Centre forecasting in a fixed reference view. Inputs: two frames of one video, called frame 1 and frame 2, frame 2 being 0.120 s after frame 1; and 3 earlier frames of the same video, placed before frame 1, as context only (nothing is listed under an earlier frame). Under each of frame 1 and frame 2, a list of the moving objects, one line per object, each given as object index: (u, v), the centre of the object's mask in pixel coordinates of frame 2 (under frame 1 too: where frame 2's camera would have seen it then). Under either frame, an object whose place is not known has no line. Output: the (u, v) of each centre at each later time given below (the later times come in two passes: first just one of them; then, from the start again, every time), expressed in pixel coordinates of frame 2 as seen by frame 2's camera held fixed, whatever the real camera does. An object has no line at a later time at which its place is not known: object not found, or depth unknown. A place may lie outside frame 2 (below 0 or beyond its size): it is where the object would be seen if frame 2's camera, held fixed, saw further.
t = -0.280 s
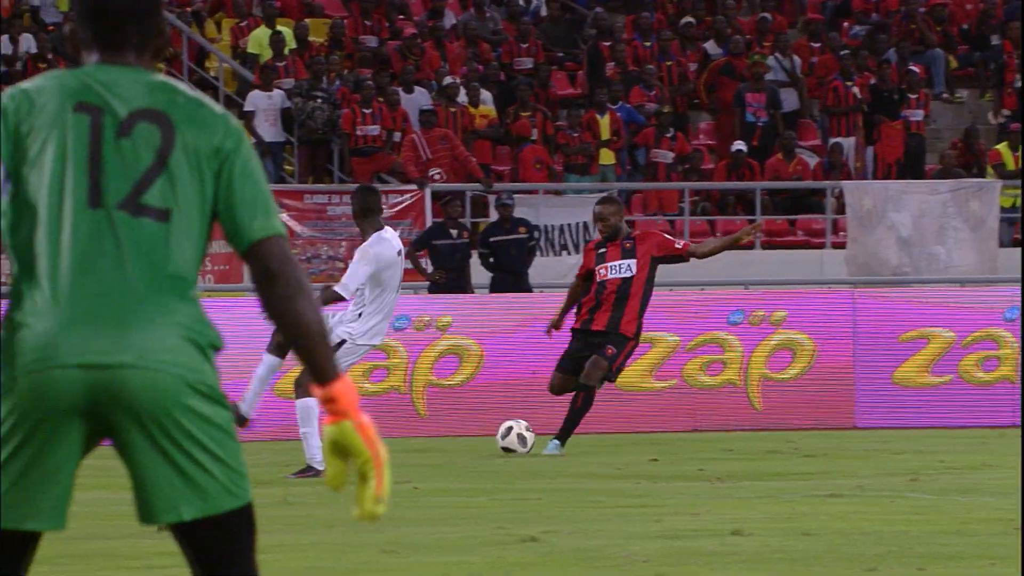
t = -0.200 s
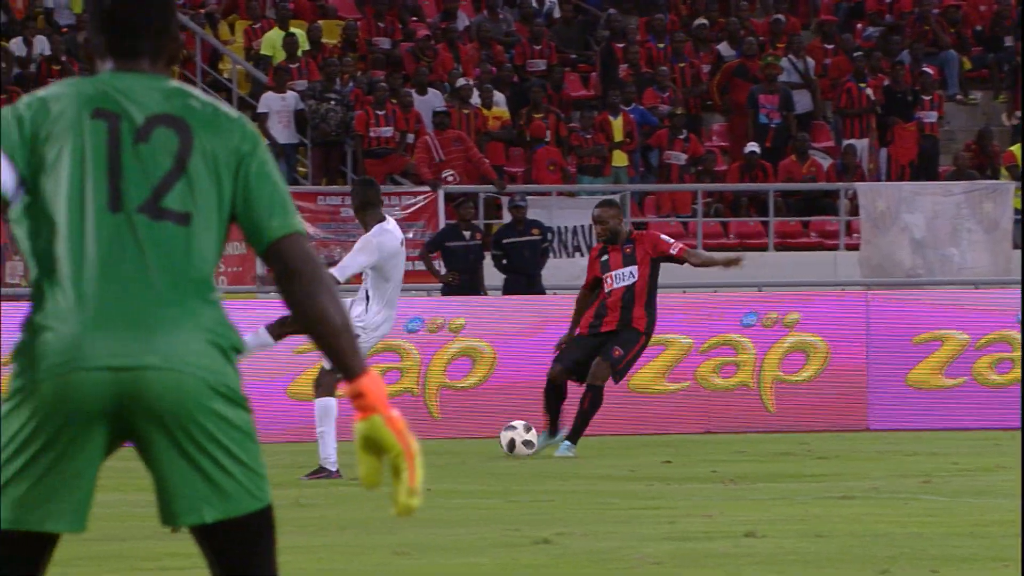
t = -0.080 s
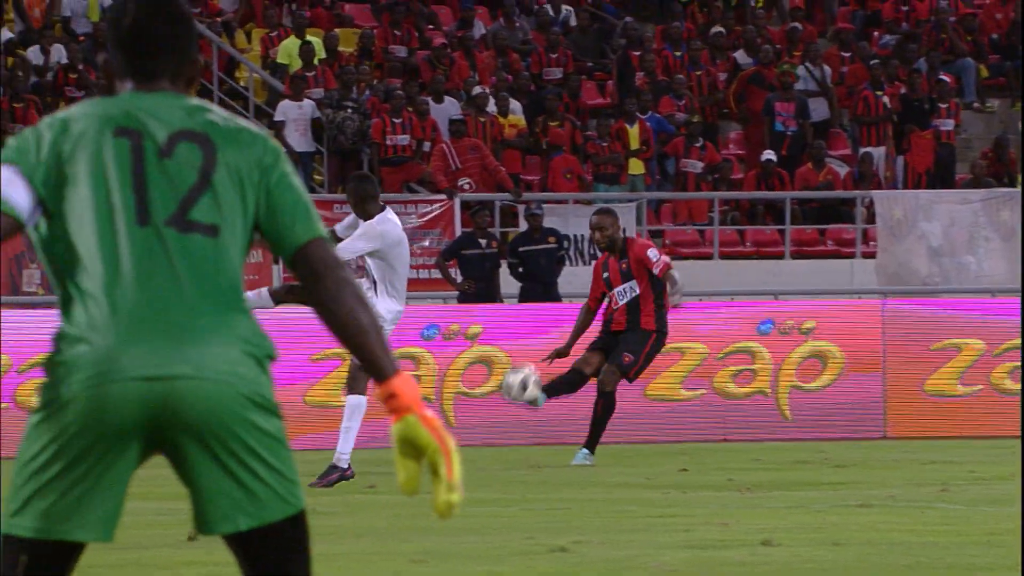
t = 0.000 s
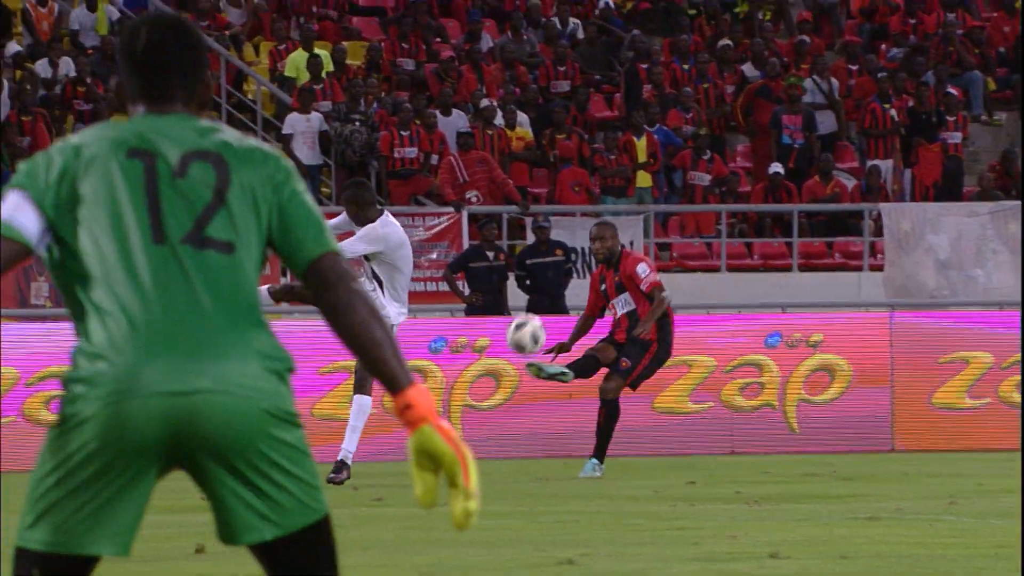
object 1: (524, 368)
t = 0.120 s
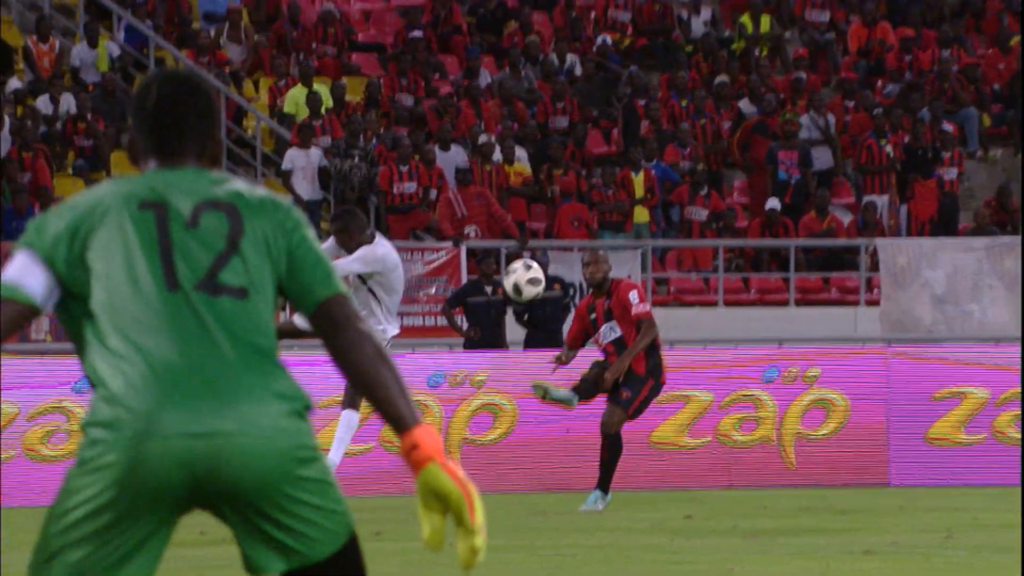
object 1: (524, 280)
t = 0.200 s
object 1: (529, 222)
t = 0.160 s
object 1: (526, 251)
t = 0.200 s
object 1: (529, 222)
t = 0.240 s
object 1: (532, 192)
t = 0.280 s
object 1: (536, 164)
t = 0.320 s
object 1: (541, 136)
